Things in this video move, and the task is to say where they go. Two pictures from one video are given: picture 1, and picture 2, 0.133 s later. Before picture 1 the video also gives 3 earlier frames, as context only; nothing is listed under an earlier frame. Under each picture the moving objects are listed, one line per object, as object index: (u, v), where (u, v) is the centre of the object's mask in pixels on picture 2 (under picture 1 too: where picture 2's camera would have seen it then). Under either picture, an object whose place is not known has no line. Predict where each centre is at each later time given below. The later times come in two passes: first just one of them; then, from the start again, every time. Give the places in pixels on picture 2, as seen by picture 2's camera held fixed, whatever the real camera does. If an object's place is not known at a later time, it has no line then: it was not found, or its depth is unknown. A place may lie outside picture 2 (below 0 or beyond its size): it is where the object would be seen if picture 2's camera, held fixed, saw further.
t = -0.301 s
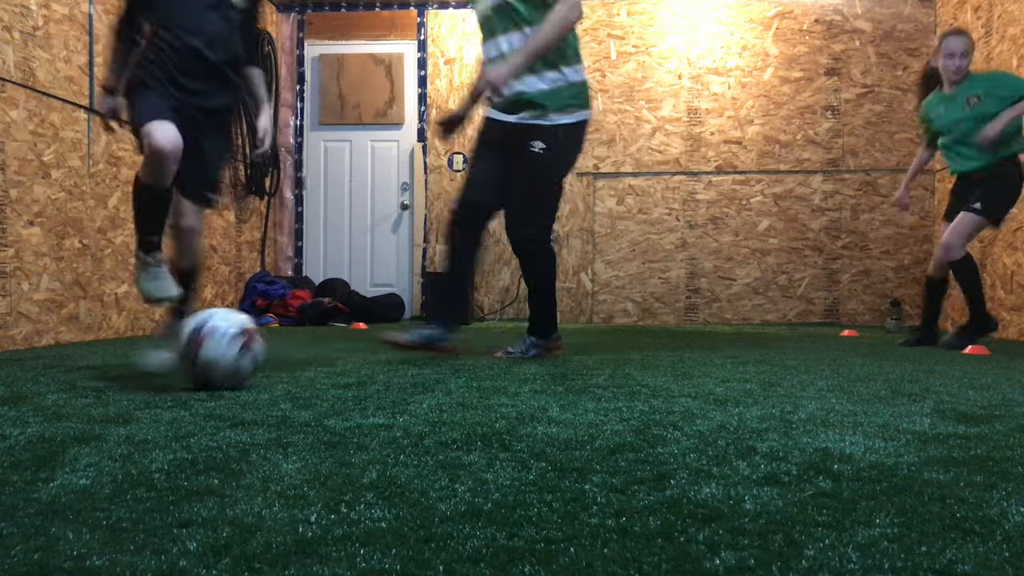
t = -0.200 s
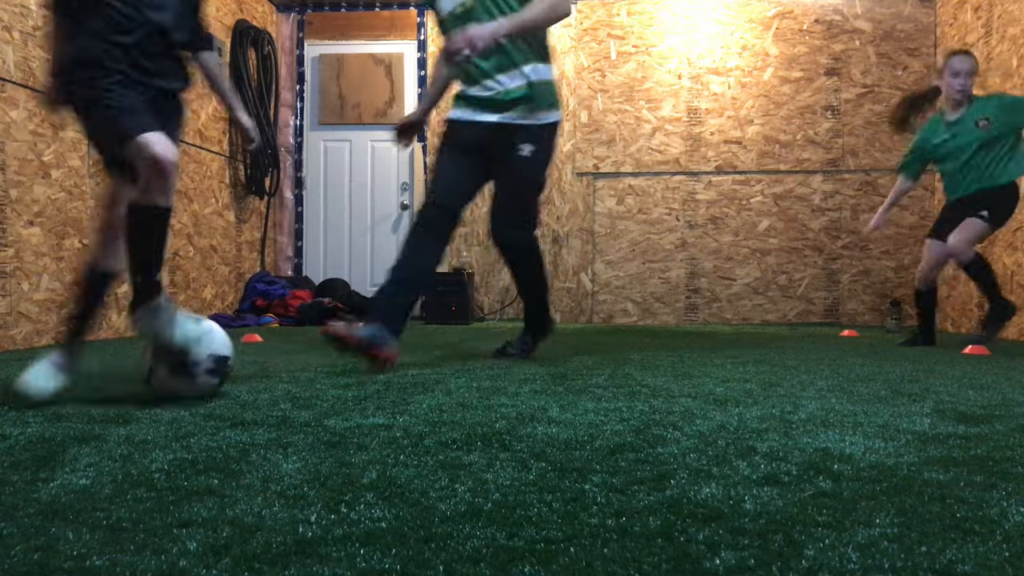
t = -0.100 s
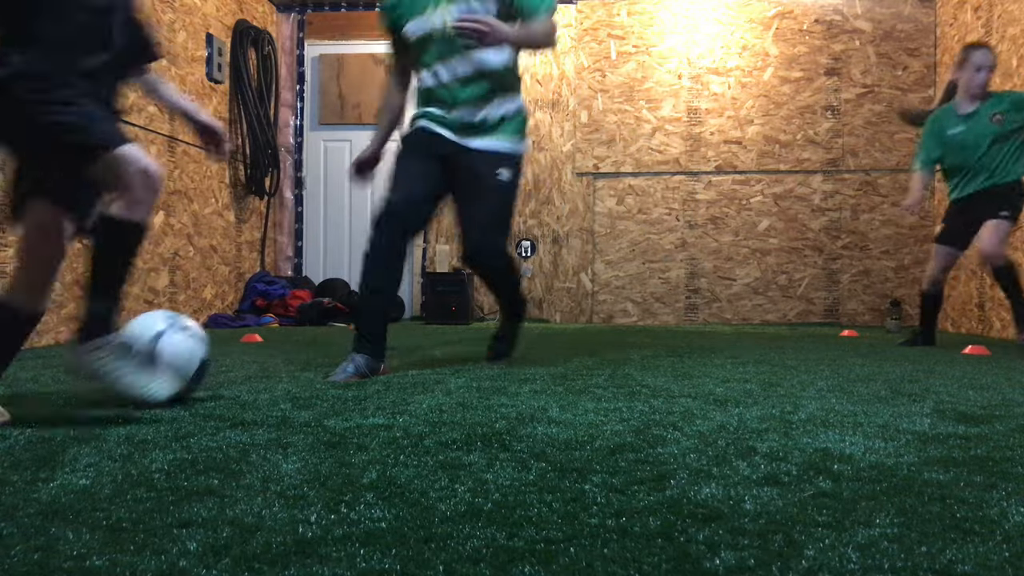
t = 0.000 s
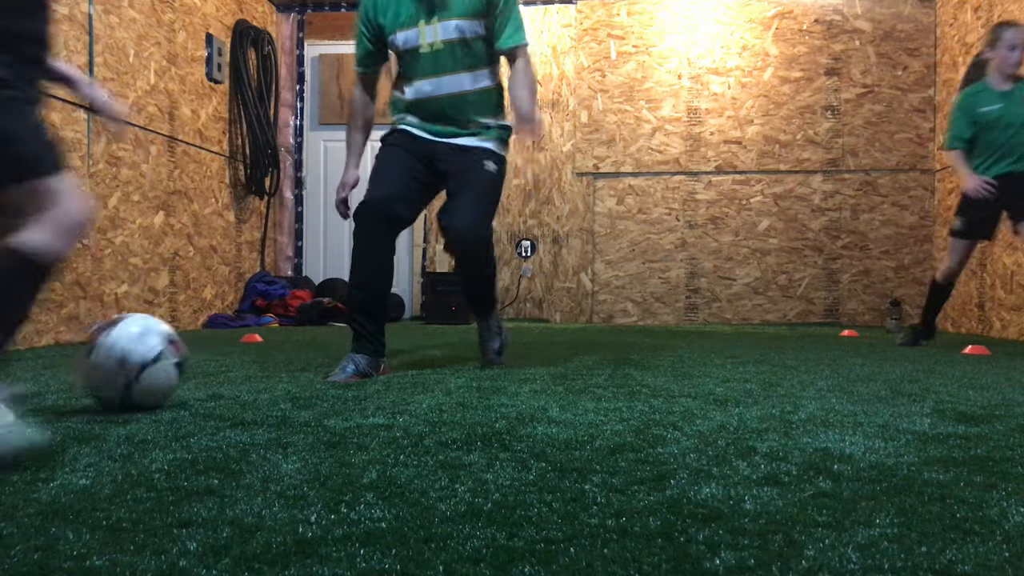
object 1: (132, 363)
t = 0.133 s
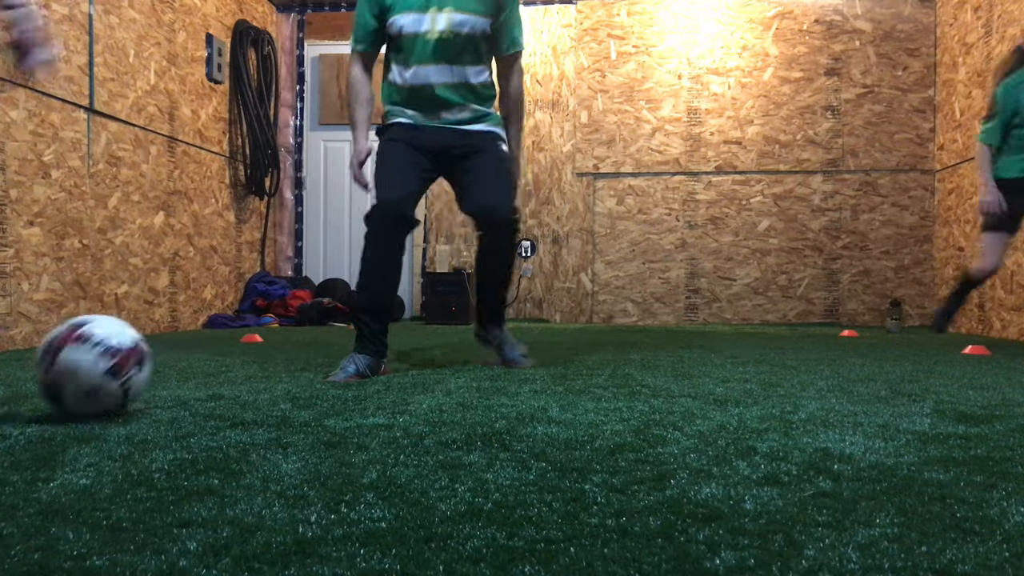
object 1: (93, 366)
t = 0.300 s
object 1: (46, 374)
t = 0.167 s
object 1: (82, 368)
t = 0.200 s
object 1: (72, 369)
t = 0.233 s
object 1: (61, 373)
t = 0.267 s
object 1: (53, 374)
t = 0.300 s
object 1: (46, 374)
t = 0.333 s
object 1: (42, 376)
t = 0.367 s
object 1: (36, 377)
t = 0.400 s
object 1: (31, 378)
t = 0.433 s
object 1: (27, 379)
